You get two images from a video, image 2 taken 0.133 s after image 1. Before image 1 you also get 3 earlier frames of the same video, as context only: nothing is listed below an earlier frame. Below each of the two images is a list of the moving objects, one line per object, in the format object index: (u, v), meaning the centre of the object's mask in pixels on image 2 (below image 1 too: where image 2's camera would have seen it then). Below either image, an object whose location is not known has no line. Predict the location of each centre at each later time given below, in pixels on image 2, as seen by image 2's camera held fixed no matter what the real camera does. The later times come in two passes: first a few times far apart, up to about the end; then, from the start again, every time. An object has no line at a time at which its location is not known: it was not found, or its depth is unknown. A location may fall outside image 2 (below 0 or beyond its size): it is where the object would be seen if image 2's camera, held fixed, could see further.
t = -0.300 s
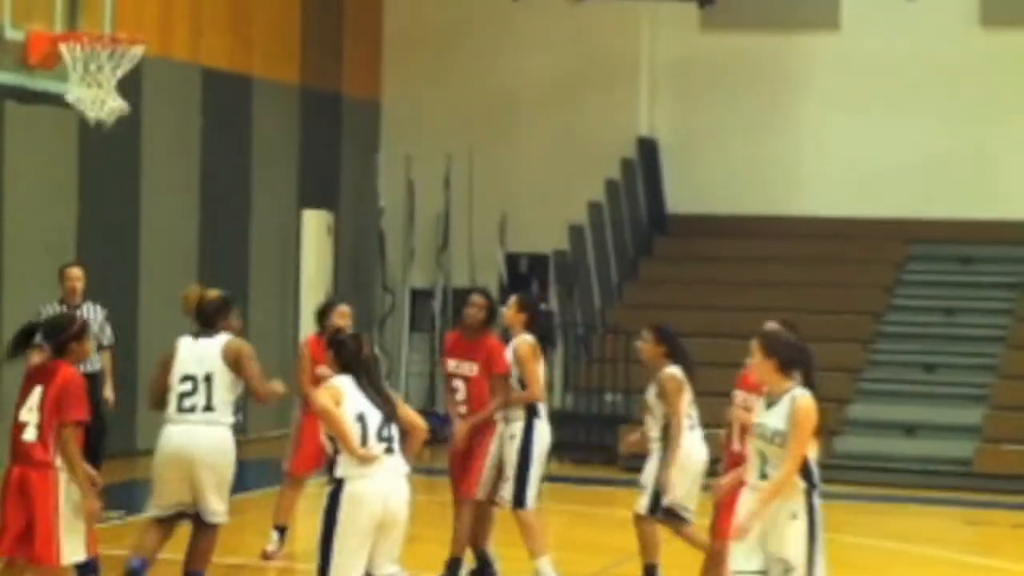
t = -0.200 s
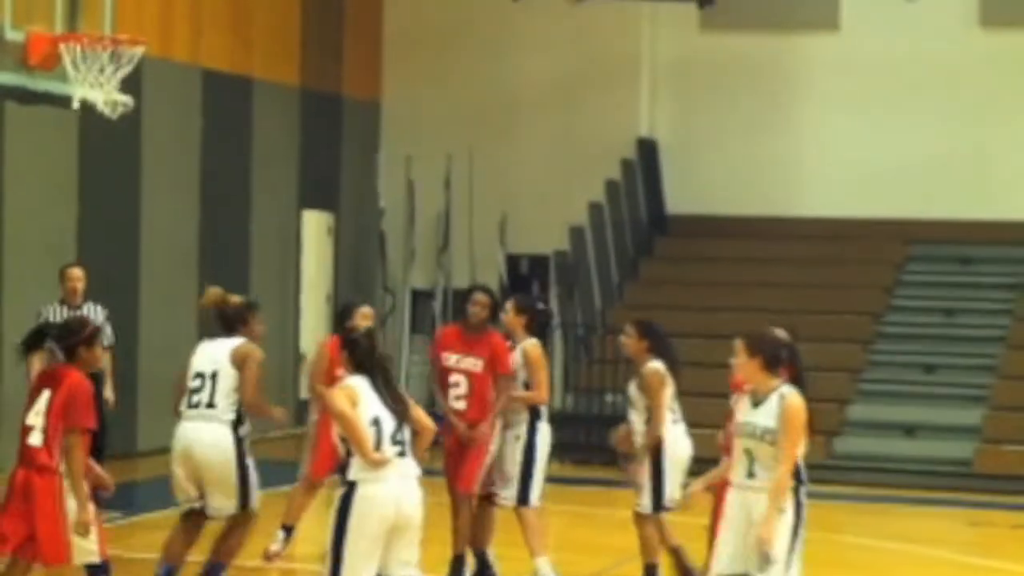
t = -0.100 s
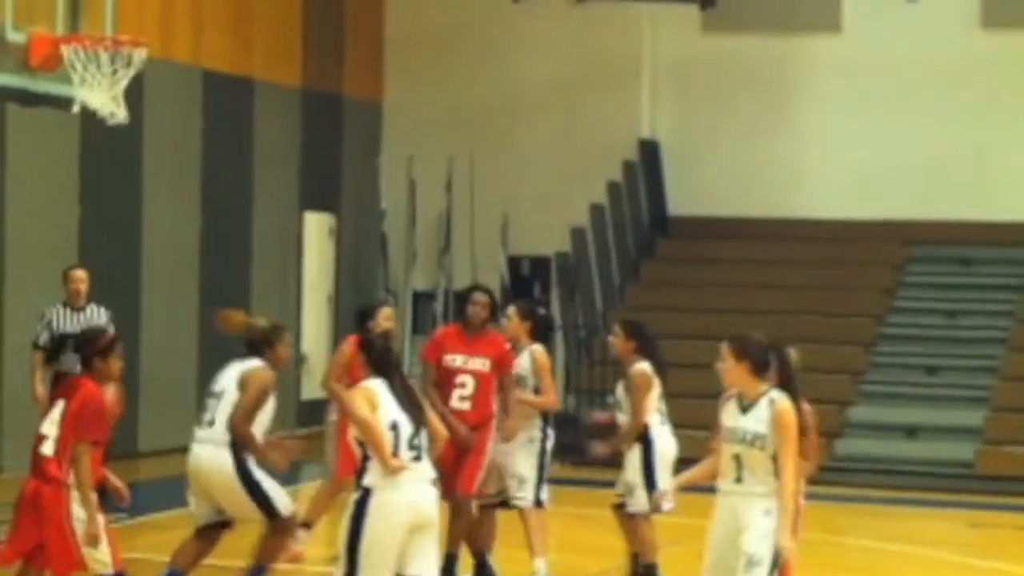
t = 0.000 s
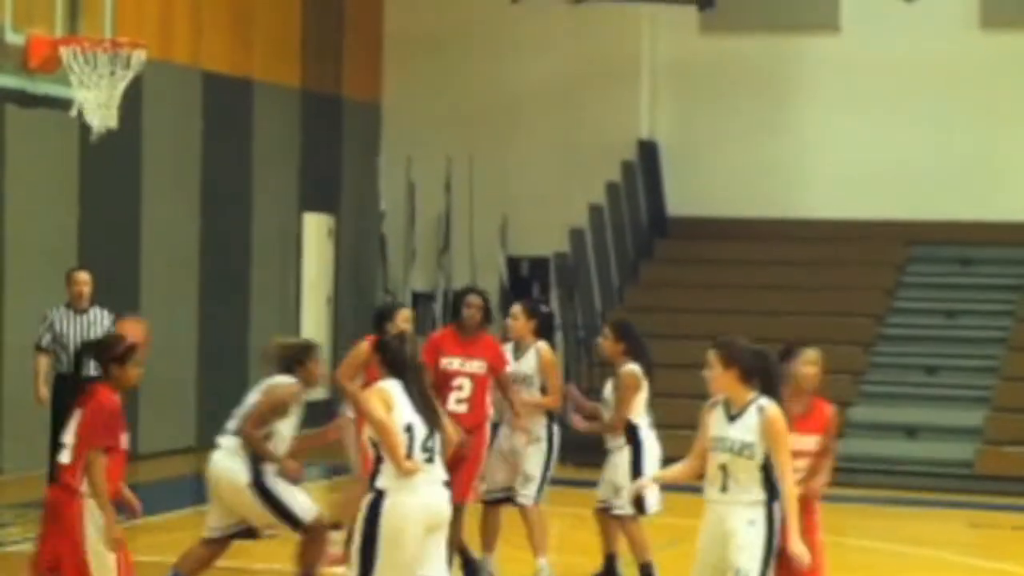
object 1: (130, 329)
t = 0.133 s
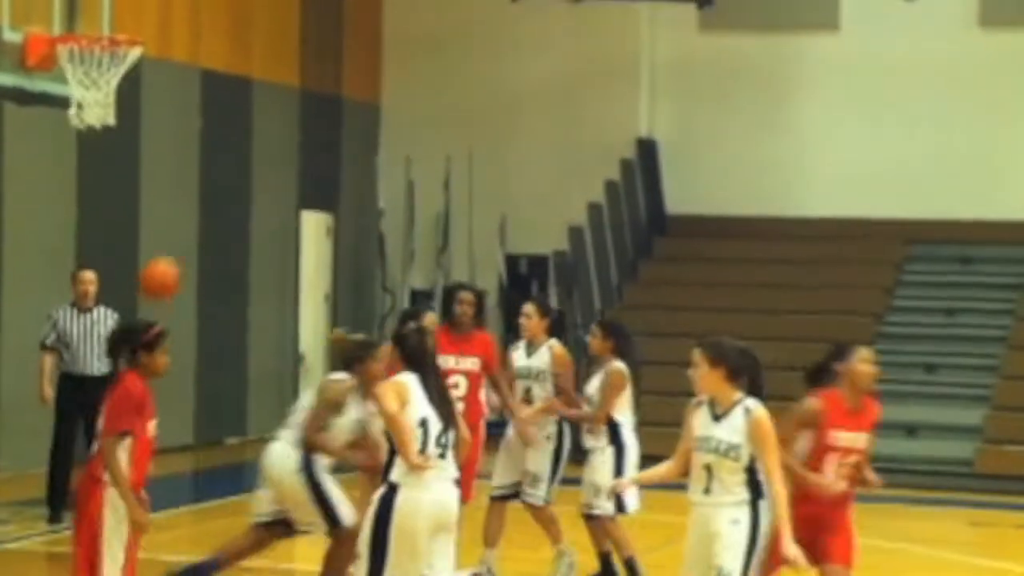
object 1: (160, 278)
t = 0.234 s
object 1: (184, 253)
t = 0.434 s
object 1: (234, 256)
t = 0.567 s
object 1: (261, 293)
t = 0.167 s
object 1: (169, 267)
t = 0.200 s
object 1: (177, 259)
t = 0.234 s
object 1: (184, 253)
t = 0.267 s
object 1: (192, 249)
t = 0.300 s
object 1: (200, 247)
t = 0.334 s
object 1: (208, 247)
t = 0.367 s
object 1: (216, 248)
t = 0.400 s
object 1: (223, 251)
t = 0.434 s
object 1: (234, 256)
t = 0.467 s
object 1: (241, 261)
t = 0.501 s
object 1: (248, 270)
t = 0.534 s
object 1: (255, 280)
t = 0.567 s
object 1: (261, 293)
